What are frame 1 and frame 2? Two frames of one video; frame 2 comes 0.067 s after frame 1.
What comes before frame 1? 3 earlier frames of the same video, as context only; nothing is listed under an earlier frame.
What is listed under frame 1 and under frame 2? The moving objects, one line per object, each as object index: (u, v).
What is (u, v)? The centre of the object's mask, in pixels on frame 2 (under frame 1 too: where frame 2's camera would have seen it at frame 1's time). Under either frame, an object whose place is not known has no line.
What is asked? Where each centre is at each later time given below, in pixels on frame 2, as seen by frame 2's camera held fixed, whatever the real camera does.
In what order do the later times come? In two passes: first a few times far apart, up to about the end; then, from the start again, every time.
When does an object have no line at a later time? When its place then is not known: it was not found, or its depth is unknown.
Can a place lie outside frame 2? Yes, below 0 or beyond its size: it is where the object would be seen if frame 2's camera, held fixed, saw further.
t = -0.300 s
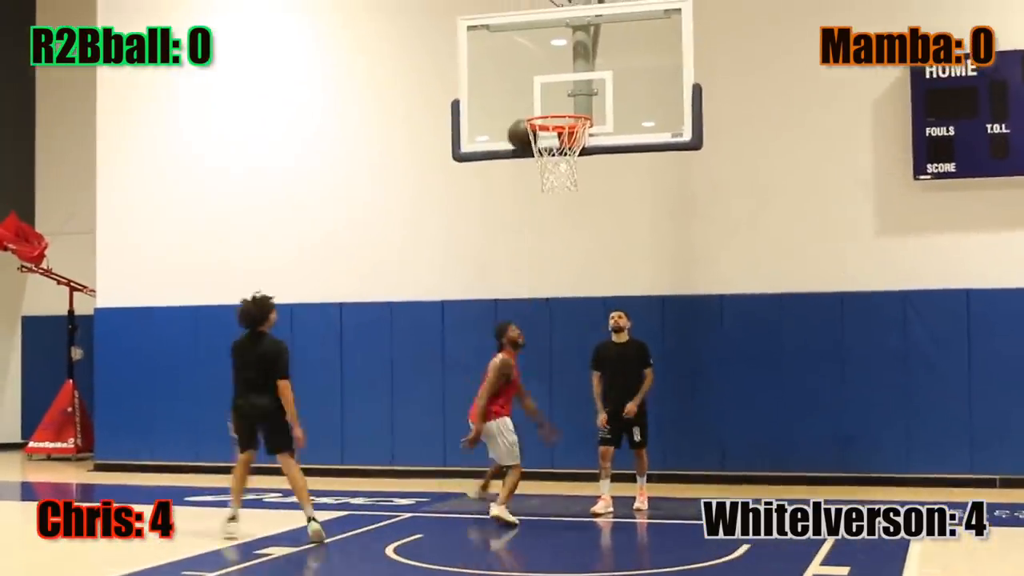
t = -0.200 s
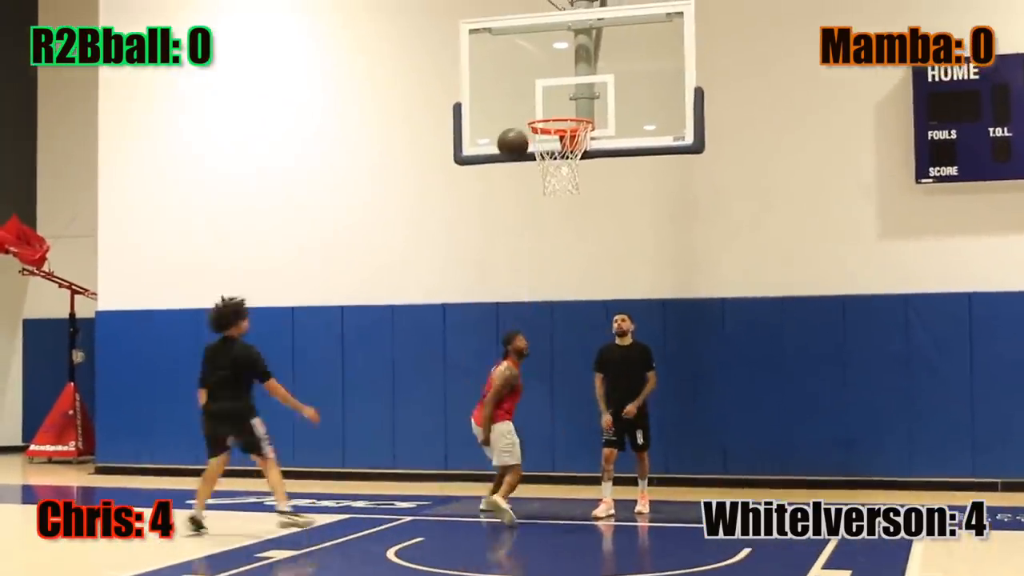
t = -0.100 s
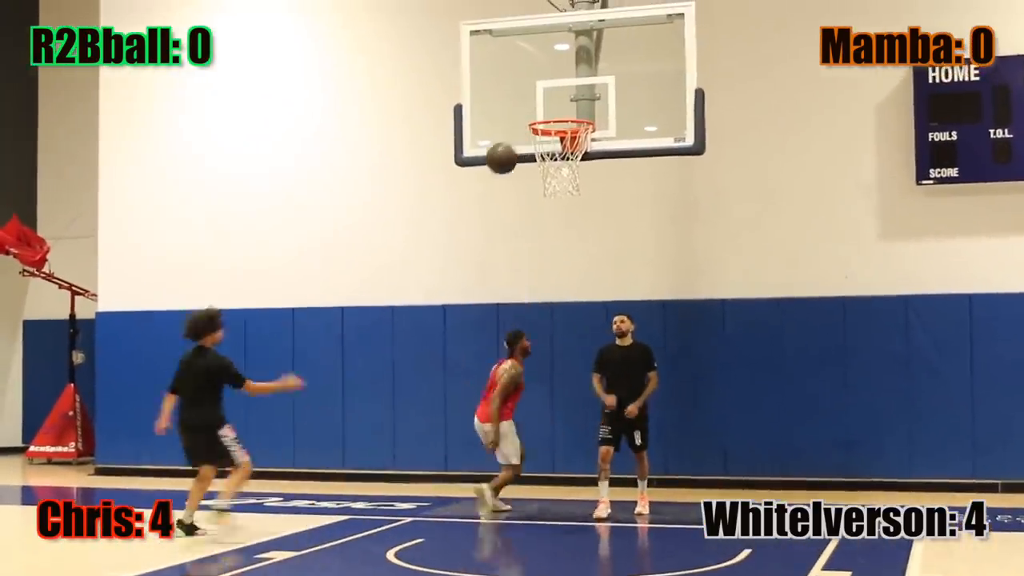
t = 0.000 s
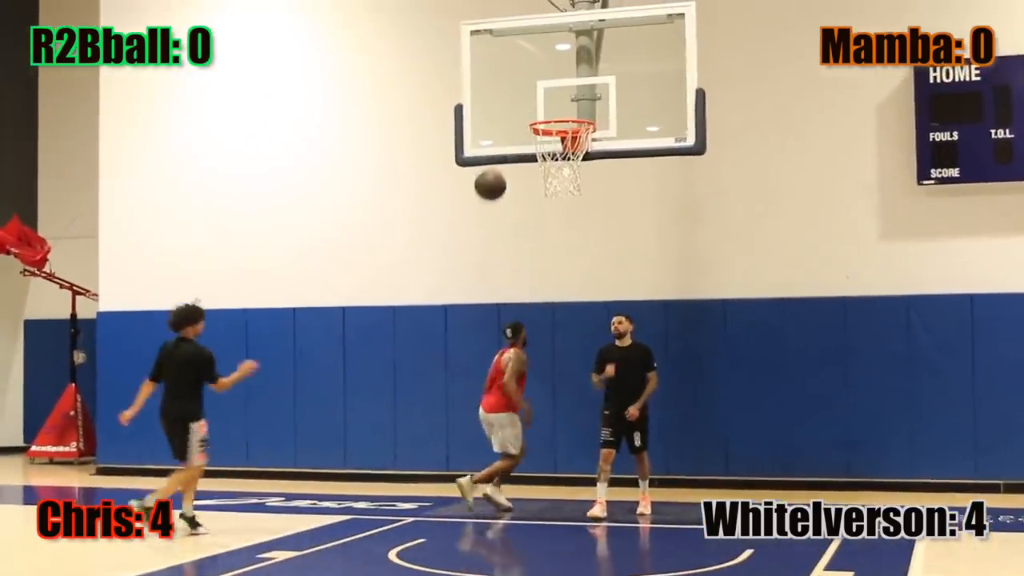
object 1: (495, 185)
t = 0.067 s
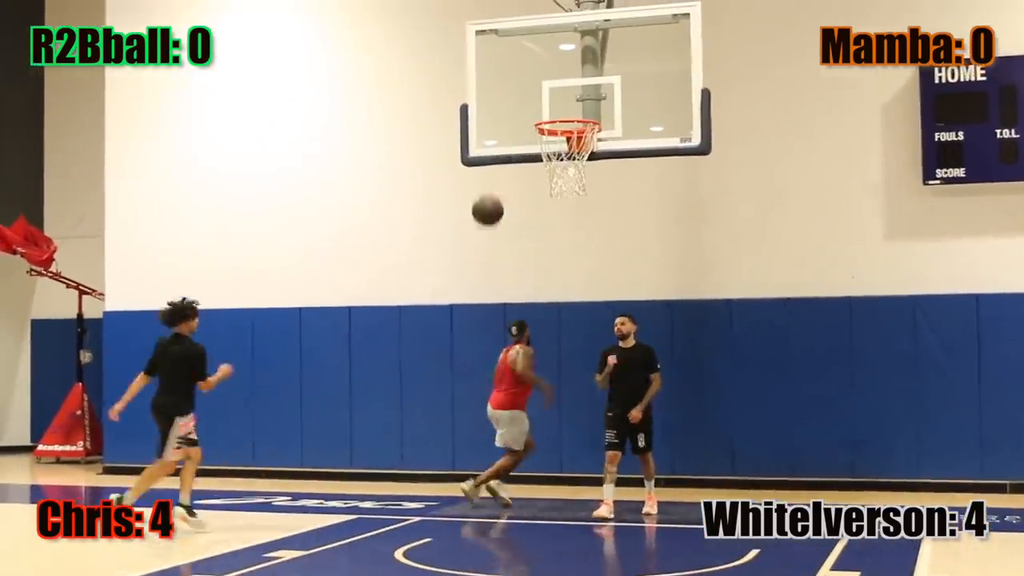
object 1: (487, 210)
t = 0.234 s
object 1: (469, 303)
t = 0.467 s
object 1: (439, 500)
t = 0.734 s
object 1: (401, 407)
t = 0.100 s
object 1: (483, 225)
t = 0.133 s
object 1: (480, 242)
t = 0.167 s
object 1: (476, 260)
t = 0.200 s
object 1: (472, 280)
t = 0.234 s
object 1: (469, 303)
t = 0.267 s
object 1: (465, 325)
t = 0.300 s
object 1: (461, 349)
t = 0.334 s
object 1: (456, 377)
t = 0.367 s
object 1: (452, 405)
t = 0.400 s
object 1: (449, 435)
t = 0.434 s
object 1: (444, 466)
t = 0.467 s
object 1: (439, 500)
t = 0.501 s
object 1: (432, 540)
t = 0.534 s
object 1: (428, 523)
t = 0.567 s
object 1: (426, 495)
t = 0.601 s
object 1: (422, 474)
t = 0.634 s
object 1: (417, 454)
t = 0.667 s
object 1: (413, 436)
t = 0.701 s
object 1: (408, 419)
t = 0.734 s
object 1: (401, 407)
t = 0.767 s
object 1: (395, 395)
